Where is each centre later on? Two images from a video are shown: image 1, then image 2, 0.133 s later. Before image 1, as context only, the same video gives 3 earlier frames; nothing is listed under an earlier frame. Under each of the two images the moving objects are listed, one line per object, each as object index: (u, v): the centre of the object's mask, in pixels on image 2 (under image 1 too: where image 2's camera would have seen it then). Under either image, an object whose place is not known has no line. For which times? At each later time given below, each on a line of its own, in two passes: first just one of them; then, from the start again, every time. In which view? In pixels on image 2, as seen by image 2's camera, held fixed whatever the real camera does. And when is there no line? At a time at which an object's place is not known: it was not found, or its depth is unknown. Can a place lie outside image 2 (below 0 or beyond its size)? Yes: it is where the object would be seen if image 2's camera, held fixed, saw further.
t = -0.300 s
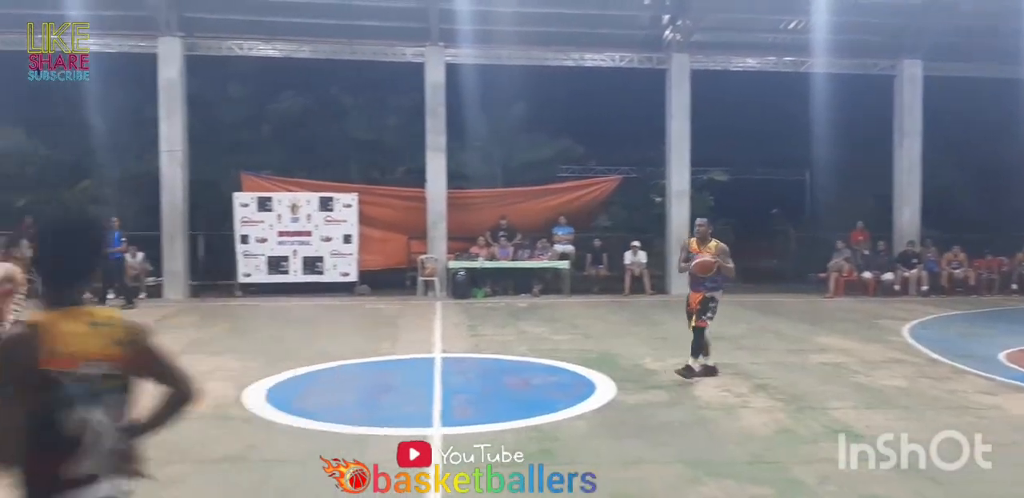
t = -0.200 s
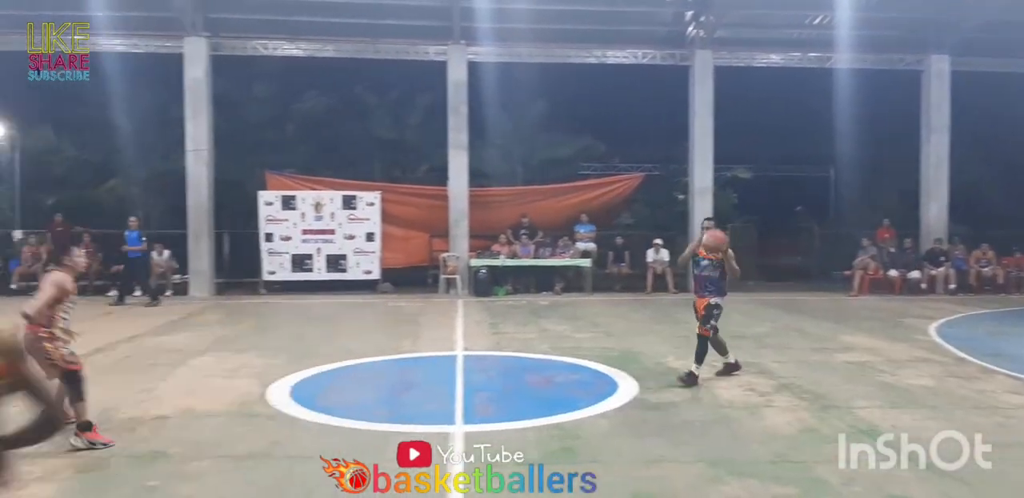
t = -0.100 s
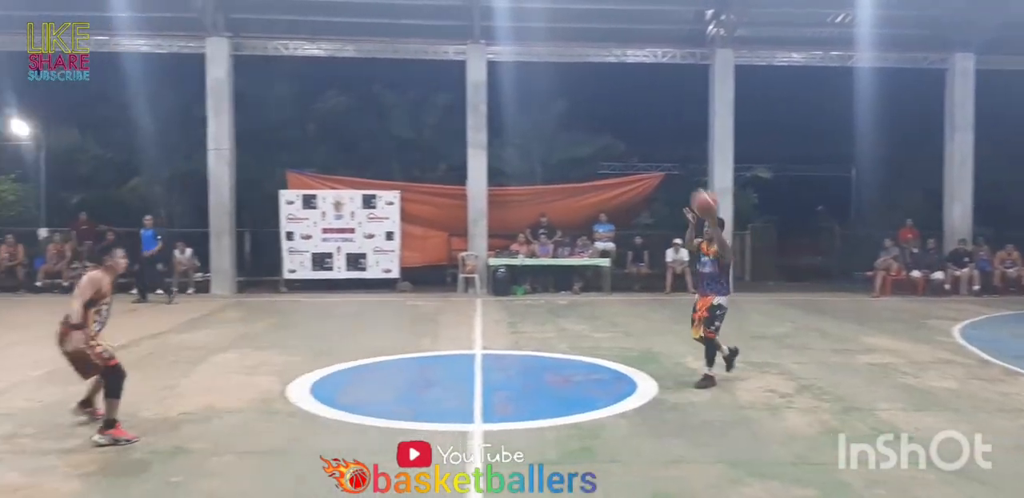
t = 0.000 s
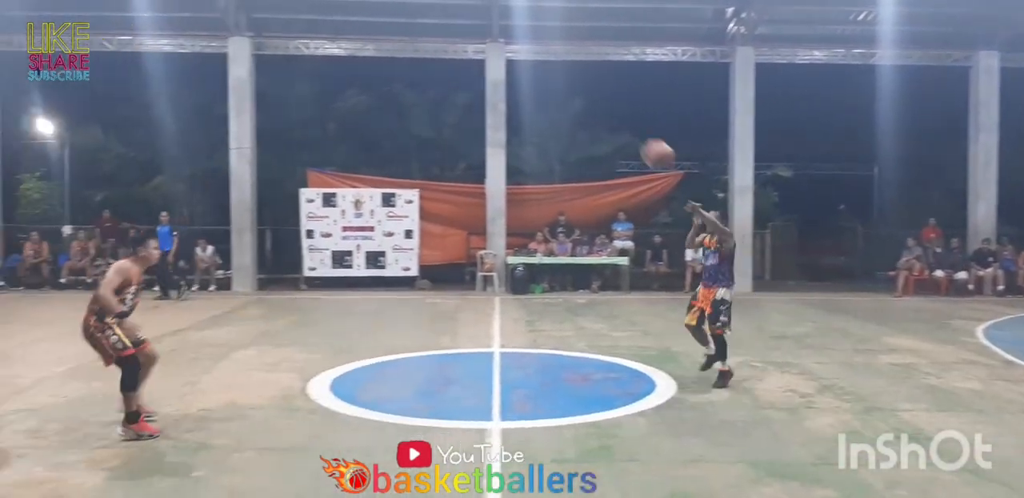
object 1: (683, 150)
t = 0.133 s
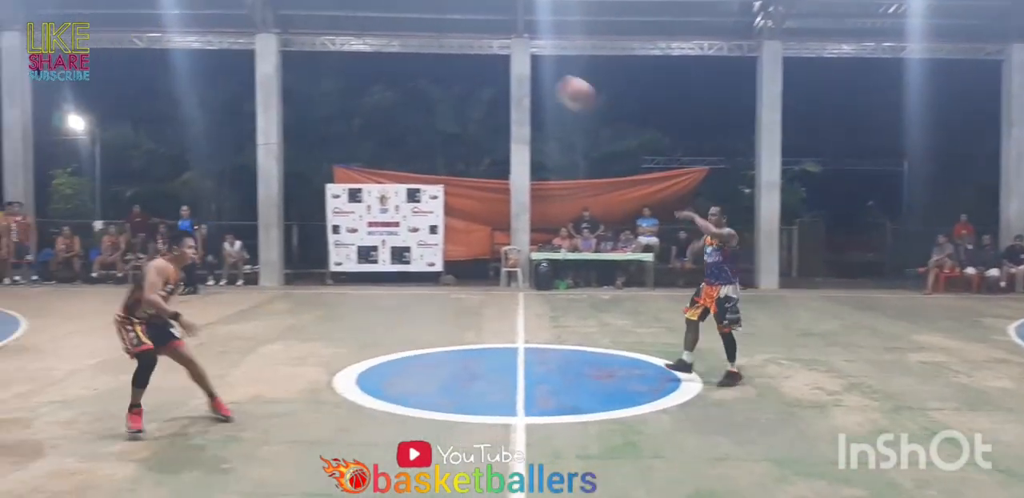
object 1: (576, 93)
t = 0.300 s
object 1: (405, 39)
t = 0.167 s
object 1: (547, 81)
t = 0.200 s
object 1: (511, 69)
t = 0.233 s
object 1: (479, 59)
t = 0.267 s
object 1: (443, 49)
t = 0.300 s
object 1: (405, 39)
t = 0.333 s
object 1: (364, 29)
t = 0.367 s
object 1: (322, 23)
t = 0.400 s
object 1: (276, 18)
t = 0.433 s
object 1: (228, 11)
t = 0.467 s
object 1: (179, 9)
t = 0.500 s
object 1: (123, 12)
